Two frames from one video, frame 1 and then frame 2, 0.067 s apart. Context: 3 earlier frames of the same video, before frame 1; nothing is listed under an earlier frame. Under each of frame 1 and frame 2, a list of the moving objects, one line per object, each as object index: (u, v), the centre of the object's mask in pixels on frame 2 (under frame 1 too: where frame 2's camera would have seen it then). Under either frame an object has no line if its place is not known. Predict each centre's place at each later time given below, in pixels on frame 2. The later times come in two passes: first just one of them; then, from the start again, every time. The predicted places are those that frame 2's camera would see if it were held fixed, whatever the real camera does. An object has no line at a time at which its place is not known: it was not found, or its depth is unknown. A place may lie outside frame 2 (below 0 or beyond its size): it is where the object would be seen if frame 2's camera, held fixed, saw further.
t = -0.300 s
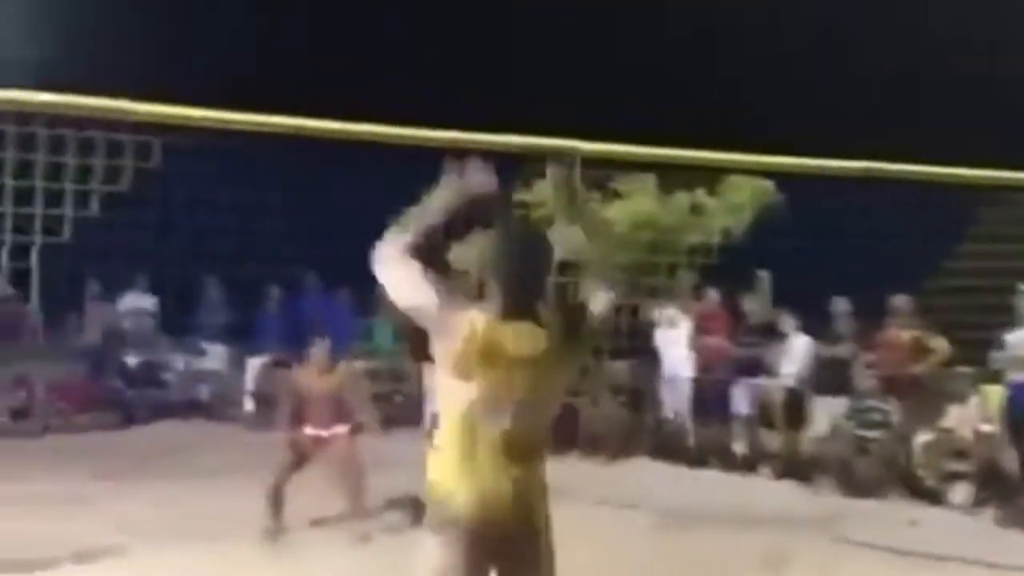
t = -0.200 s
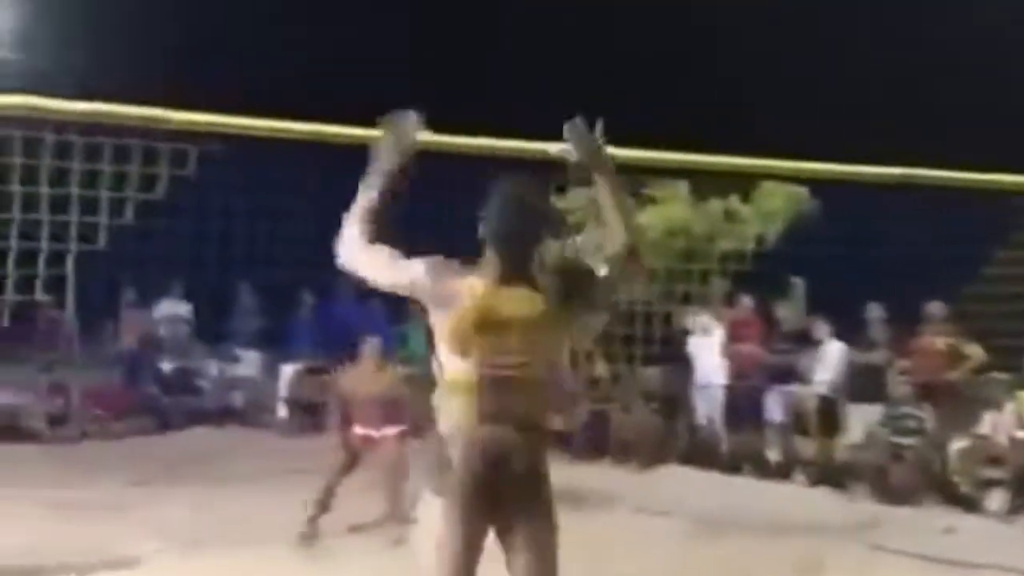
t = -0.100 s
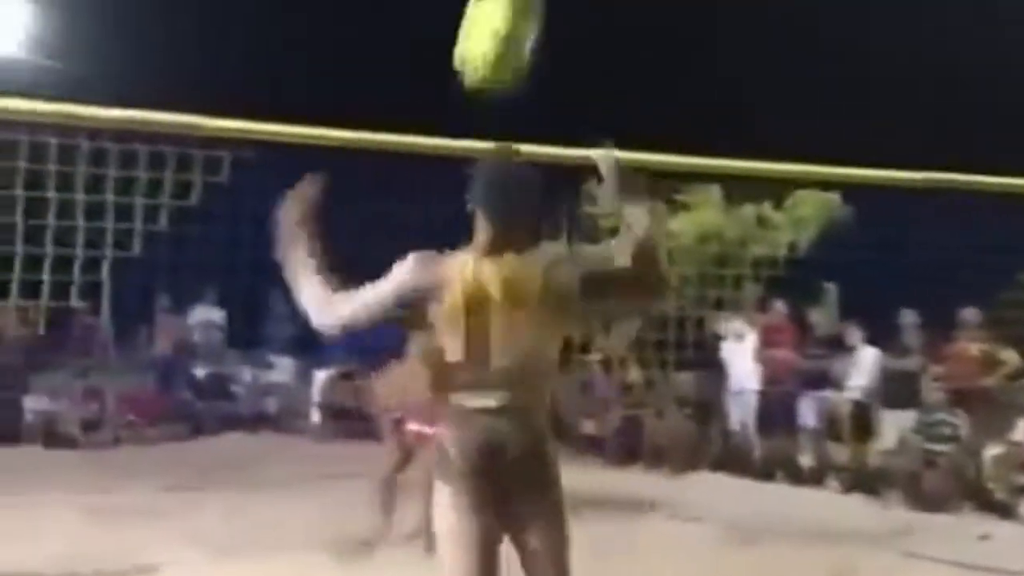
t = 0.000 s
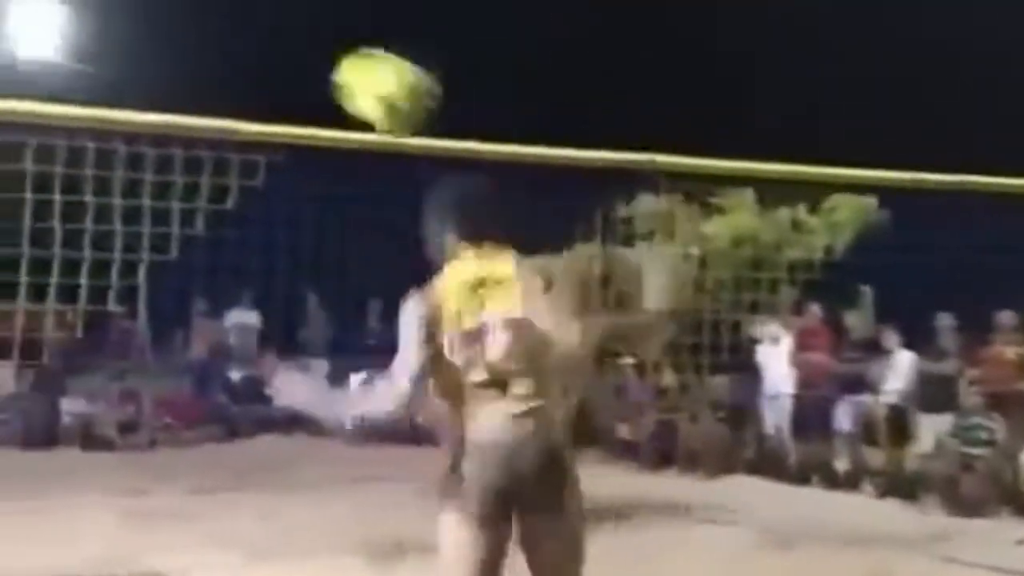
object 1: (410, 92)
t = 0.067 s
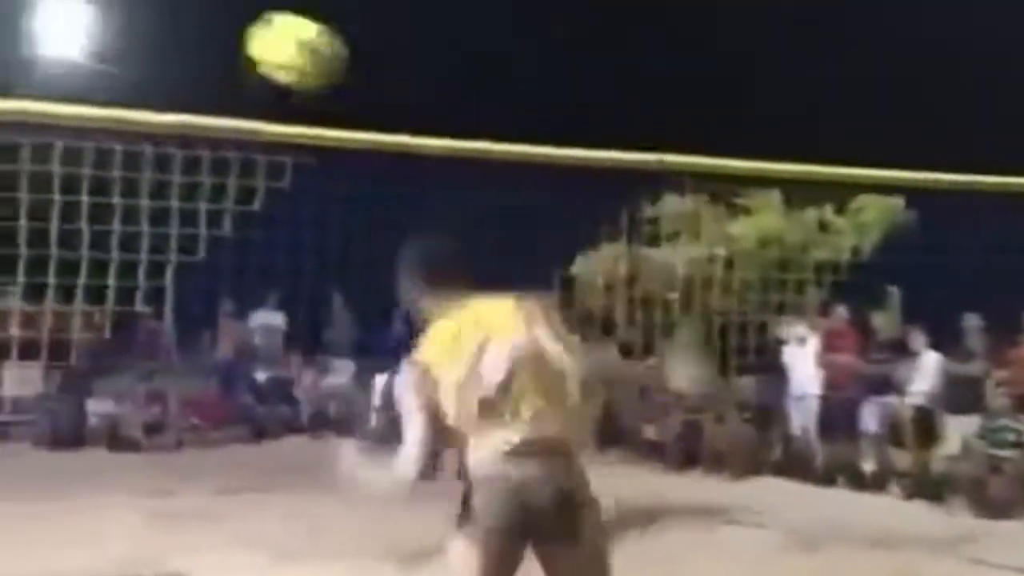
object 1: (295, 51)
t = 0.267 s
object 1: (6, 24)
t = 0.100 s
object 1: (242, 37)
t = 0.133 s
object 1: (193, 29)
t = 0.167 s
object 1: (146, 26)
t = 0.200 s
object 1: (112, 24)
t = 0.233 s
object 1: (53, 22)
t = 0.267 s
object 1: (6, 24)
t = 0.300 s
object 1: (-30, 28)
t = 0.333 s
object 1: (-63, 36)
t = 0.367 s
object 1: (-100, 49)
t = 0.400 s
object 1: (-134, 57)
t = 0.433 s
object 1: (-163, 68)
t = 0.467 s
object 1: (-194, 99)
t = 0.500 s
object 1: (-219, 119)
